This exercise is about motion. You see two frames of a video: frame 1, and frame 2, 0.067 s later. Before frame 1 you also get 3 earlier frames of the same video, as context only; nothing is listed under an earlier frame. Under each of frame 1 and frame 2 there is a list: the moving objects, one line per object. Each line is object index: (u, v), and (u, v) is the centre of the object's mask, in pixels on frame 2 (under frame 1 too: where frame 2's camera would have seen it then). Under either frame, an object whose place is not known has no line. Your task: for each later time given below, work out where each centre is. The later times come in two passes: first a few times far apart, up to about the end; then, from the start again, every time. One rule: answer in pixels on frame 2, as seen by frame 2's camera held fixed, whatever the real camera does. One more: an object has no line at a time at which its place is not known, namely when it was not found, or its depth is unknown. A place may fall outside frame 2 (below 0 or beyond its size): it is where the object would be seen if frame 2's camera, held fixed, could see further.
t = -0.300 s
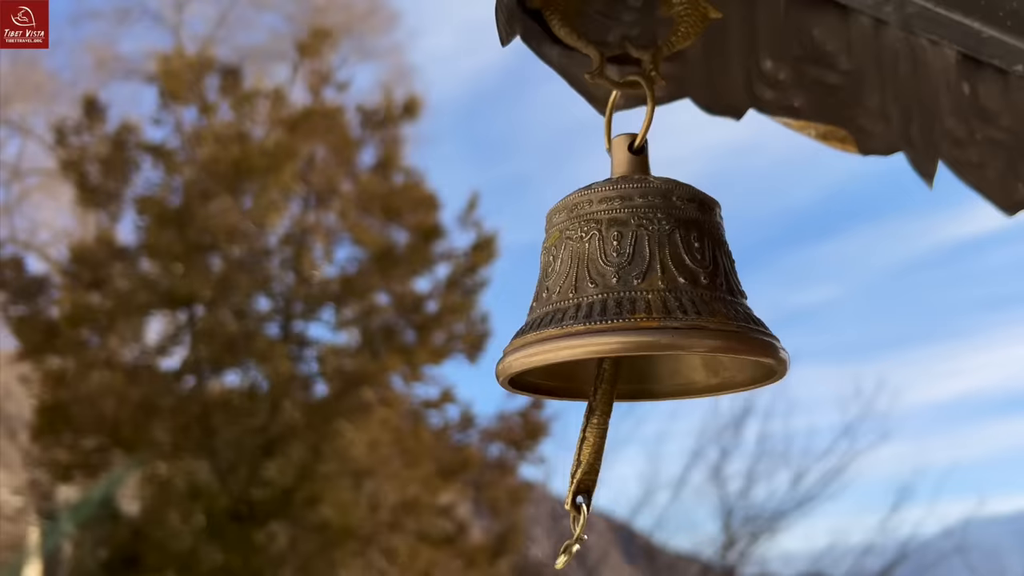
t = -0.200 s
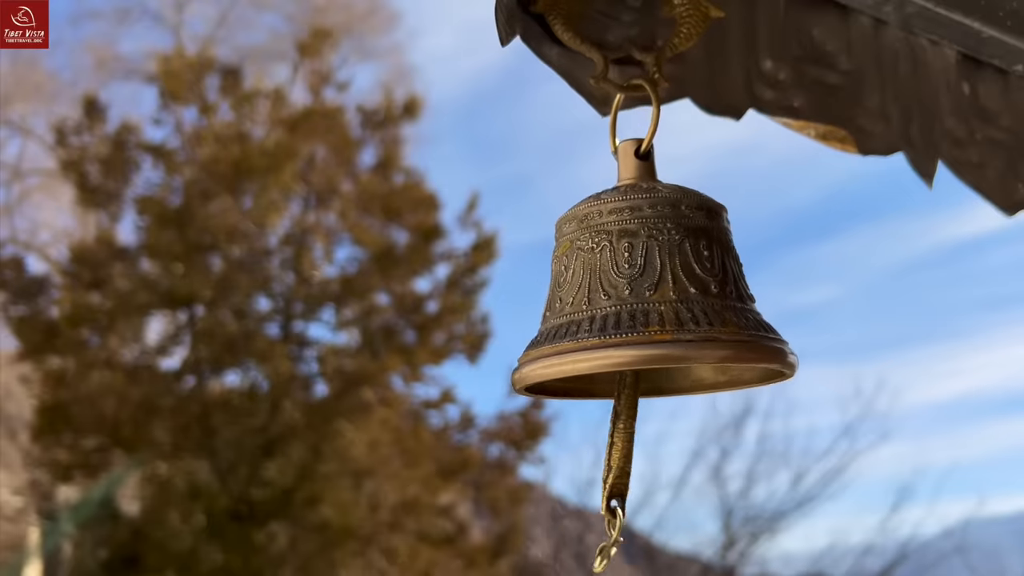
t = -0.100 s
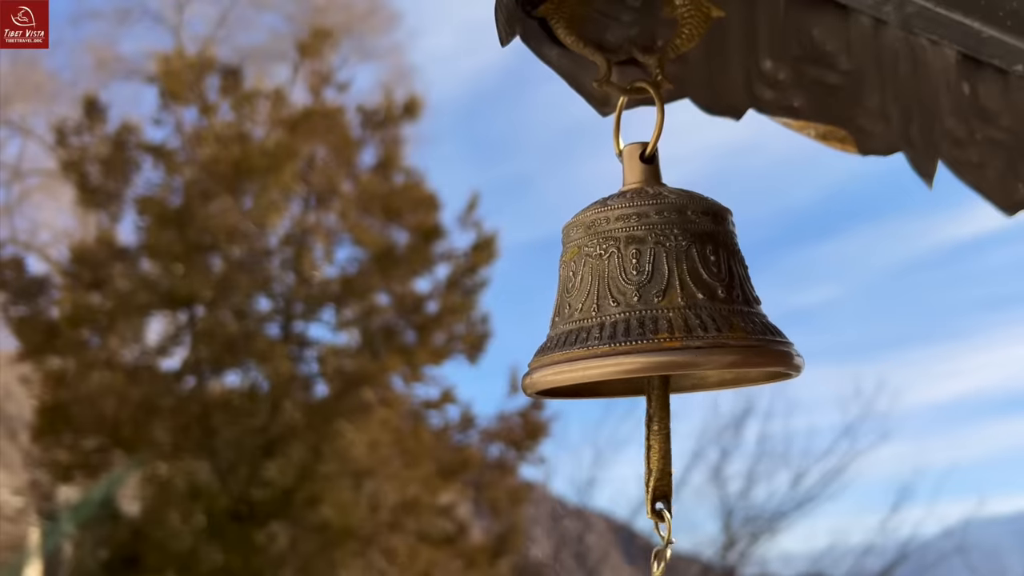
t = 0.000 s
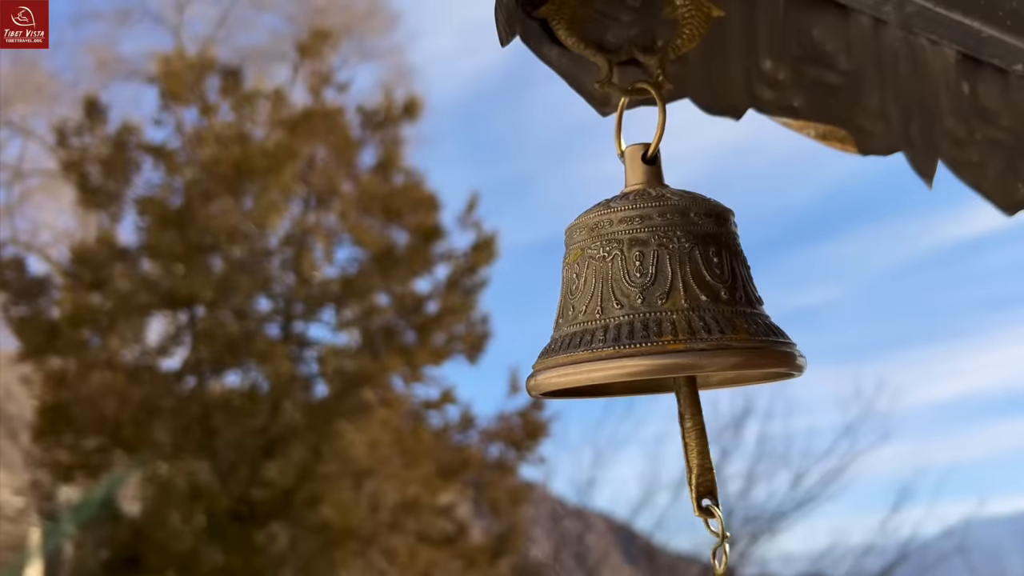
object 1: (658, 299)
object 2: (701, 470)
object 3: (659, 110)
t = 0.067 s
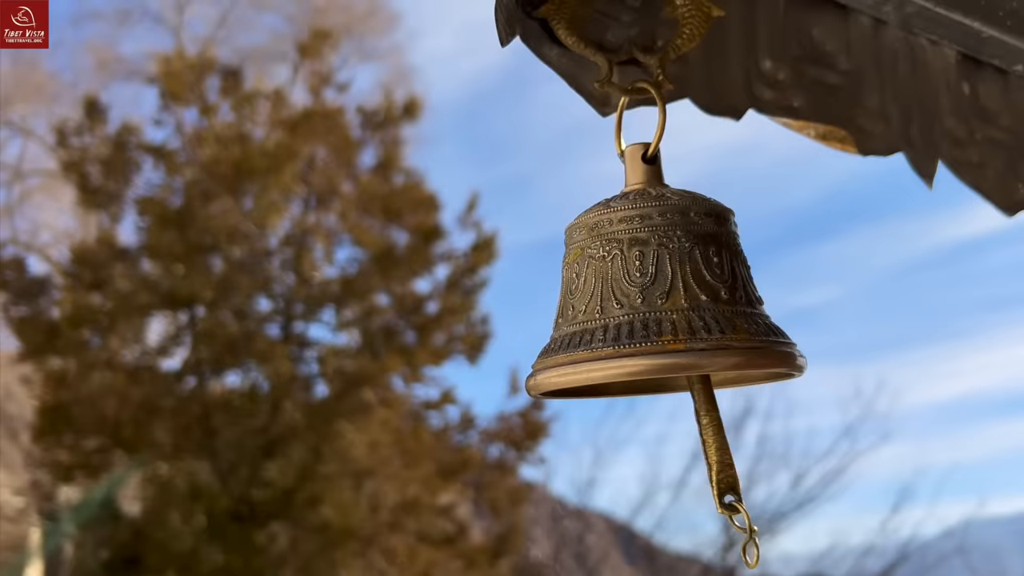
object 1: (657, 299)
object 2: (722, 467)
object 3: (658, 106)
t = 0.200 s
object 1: (654, 298)
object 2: (734, 455)
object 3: (657, 102)
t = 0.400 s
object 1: (640, 292)
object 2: (665, 451)
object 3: (651, 101)
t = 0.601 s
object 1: (624, 282)
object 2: (570, 440)
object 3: (638, 97)
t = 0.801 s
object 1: (612, 279)
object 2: (555, 426)
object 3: (634, 93)
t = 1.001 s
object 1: (616, 287)
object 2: (630, 438)
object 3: (637, 99)
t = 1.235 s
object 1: (640, 296)
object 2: (708, 469)
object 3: (650, 103)
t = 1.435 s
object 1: (660, 296)
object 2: (691, 479)
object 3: (658, 111)
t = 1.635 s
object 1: (665, 296)
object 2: (644, 475)
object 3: (661, 113)
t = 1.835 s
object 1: (643, 293)
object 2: (623, 459)
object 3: (649, 103)
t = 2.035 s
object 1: (610, 285)
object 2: (633, 431)
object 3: (632, 96)
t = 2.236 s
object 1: (592, 280)
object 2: (631, 423)
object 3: (624, 91)
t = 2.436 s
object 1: (607, 286)
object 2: (604, 435)
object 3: (628, 95)
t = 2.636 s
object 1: (636, 294)
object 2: (601, 459)
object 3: (642, 104)
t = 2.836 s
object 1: (652, 295)
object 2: (647, 470)
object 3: (649, 103)
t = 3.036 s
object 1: (649, 294)
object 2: (701, 462)
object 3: (649, 101)
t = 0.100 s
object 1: (657, 300)
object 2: (730, 466)
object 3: (657, 105)
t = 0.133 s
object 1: (656, 299)
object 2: (734, 461)
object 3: (657, 105)
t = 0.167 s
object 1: (655, 298)
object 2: (736, 459)
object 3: (657, 105)
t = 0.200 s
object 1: (654, 298)
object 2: (734, 455)
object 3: (657, 102)
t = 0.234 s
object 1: (652, 298)
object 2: (728, 453)
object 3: (656, 102)
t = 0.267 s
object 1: (650, 296)
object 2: (720, 450)
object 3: (656, 102)
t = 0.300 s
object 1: (648, 296)
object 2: (710, 451)
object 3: (655, 103)
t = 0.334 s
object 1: (645, 294)
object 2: (696, 451)
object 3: (653, 108)
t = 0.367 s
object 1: (643, 293)
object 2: (682, 451)
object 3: (653, 99)
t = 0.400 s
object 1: (640, 292)
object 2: (665, 451)
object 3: (651, 101)
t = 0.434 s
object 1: (637, 290)
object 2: (647, 453)
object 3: (649, 100)
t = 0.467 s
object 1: (635, 288)
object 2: (630, 454)
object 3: (647, 101)
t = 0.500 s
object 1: (632, 287)
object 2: (613, 452)
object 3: (645, 101)
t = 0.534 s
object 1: (630, 285)
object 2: (597, 448)
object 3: (643, 98)
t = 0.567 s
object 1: (627, 284)
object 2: (583, 446)
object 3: (641, 97)
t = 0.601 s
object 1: (624, 282)
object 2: (570, 440)
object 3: (638, 97)
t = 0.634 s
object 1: (621, 281)
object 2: (561, 436)
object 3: (638, 93)
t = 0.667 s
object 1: (619, 280)
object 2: (553, 433)
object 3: (636, 93)
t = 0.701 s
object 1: (617, 279)
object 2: (550, 430)
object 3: (635, 93)
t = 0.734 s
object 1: (615, 279)
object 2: (549, 427)
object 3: (635, 92)
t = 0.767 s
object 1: (613, 279)
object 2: (551, 426)
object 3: (635, 92)
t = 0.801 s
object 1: (612, 279)
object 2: (555, 426)
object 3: (634, 93)
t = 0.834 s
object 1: (611, 280)
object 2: (563, 425)
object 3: (633, 95)
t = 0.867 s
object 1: (611, 281)
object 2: (574, 425)
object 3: (634, 96)
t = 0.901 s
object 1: (611, 282)
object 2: (586, 426)
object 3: (635, 96)
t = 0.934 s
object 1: (613, 284)
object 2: (600, 429)
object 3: (635, 97)
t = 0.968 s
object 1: (614, 286)
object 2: (615, 432)
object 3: (636, 96)
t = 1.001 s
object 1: (616, 287)
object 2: (630, 438)
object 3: (637, 99)
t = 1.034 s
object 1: (618, 288)
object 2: (645, 443)
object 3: (638, 100)
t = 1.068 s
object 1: (621, 290)
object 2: (660, 449)
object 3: (639, 100)
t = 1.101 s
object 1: (624, 292)
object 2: (674, 454)
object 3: (641, 102)
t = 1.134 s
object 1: (627, 293)
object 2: (686, 459)
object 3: (643, 100)
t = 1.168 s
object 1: (631, 294)
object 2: (696, 463)
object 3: (645, 101)
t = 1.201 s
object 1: (635, 295)
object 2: (703, 466)
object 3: (648, 103)
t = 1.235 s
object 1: (640, 296)
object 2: (708, 469)
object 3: (650, 103)
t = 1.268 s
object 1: (644, 297)
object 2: (710, 472)
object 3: (653, 104)
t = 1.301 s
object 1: (647, 297)
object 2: (710, 475)
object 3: (653, 102)
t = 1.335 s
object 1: (651, 297)
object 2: (708, 477)
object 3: (655, 106)
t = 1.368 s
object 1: (654, 297)
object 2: (704, 478)
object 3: (656, 113)
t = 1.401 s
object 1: (657, 297)
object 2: (698, 479)
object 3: (657, 111)
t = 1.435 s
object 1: (660, 296)
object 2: (691, 479)
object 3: (658, 111)
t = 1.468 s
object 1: (663, 297)
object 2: (684, 480)
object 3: (659, 106)
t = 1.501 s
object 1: (664, 297)
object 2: (675, 480)
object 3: (659, 102)
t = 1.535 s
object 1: (665, 297)
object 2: (667, 480)
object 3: (660, 106)
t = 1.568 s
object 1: (666, 297)
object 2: (658, 477)
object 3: (660, 115)
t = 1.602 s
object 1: (666, 297)
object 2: (651, 476)
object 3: (661, 112)
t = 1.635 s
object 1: (665, 296)
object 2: (644, 475)
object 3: (661, 113)
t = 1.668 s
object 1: (663, 296)
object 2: (637, 473)
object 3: (660, 111)
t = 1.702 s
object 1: (661, 296)
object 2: (632, 471)
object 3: (658, 110)
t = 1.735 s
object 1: (657, 295)
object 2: (628, 469)
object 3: (657, 97)
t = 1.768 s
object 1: (653, 294)
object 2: (625, 465)
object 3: (655, 109)
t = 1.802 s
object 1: (649, 294)
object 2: (623, 463)
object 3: (651, 108)
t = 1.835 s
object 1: (643, 293)
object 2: (623, 459)
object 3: (649, 103)
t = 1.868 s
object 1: (638, 292)
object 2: (623, 454)
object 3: (645, 101)
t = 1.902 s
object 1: (632, 291)
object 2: (625, 449)
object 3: (642, 103)
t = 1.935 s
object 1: (626, 289)
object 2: (627, 444)
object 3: (639, 98)
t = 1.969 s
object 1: (621, 288)
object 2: (629, 439)
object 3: (635, 100)
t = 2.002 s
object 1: (615, 286)
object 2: (631, 435)
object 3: (634, 97)
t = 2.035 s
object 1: (610, 285)
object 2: (633, 431)
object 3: (632, 96)
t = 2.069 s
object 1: (605, 284)
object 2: (635, 428)
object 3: (631, 93)
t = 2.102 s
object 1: (601, 282)
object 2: (636, 426)
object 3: (630, 92)
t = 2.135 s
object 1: (597, 281)
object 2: (637, 424)
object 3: (628, 92)
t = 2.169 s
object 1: (594, 280)
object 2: (636, 423)
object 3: (627, 92)
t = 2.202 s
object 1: (593, 280)
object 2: (634, 422)
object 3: (625, 92)
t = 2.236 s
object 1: (592, 280)
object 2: (631, 423)
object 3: (624, 91)
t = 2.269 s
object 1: (593, 280)
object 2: (628, 423)
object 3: (625, 89)
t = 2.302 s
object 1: (595, 280)
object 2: (624, 424)
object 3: (625, 89)
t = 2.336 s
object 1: (597, 281)
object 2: (619, 426)
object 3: (625, 92)
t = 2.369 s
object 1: (601, 283)
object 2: (614, 430)
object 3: (627, 91)
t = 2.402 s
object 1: (604, 284)
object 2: (609, 432)
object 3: (627, 94)
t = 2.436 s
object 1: (607, 286)
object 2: (604, 435)
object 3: (628, 95)
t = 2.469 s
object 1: (612, 288)
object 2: (600, 439)
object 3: (631, 96)
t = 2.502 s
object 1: (617, 290)
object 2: (598, 443)
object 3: (633, 97)
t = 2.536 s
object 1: (622, 291)
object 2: (596, 448)
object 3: (635, 101)
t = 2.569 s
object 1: (627, 293)
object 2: (596, 452)
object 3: (638, 99)
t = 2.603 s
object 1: (632, 294)
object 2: (598, 456)
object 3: (640, 100)
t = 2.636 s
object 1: (636, 294)
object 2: (601, 459)
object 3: (642, 104)
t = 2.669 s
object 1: (641, 294)
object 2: (606, 462)
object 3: (644, 105)
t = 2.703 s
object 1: (645, 295)
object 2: (612, 465)
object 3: (646, 107)
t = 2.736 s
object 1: (647, 296)
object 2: (619, 468)
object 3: (647, 101)
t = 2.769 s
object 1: (649, 295)
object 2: (627, 469)
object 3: (648, 101)
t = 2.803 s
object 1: (651, 296)
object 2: (636, 470)
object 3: (648, 108)
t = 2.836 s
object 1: (652, 295)
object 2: (647, 470)
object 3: (649, 103)
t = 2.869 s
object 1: (652, 296)
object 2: (656, 470)
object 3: (649, 109)
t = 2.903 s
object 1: (652, 296)
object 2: (666, 469)
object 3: (649, 101)
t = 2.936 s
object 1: (652, 295)
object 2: (677, 468)
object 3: (650, 101)
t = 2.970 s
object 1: (652, 295)
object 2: (687, 467)
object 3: (650, 100)
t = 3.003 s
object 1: (651, 295)
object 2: (695, 465)
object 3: (650, 103)
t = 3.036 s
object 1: (649, 294)
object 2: (701, 462)
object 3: (649, 101)
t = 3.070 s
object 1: (647, 294)
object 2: (706, 460)
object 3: (648, 97)
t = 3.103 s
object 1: (644, 294)
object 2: (708, 458)
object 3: (646, 101)
